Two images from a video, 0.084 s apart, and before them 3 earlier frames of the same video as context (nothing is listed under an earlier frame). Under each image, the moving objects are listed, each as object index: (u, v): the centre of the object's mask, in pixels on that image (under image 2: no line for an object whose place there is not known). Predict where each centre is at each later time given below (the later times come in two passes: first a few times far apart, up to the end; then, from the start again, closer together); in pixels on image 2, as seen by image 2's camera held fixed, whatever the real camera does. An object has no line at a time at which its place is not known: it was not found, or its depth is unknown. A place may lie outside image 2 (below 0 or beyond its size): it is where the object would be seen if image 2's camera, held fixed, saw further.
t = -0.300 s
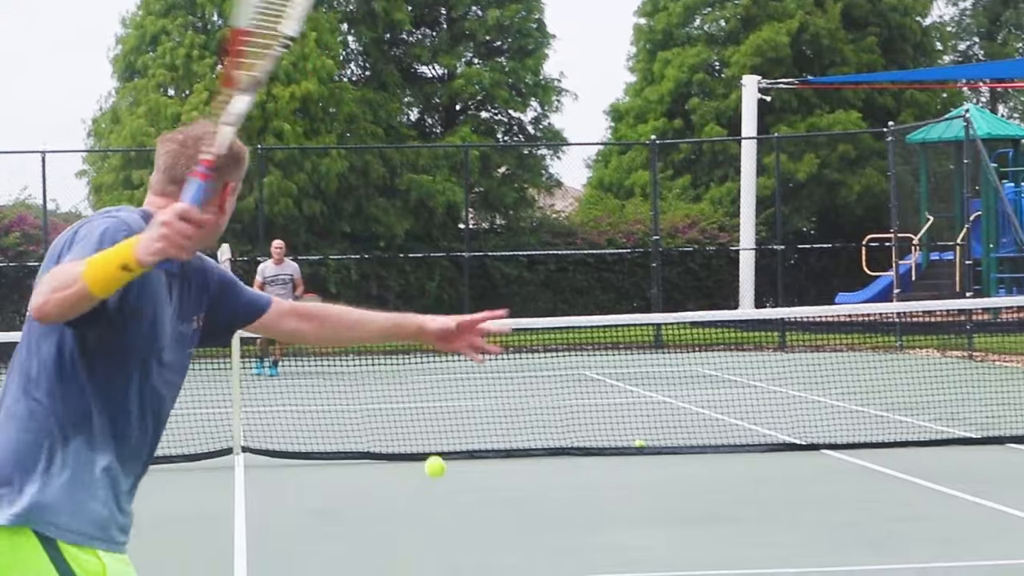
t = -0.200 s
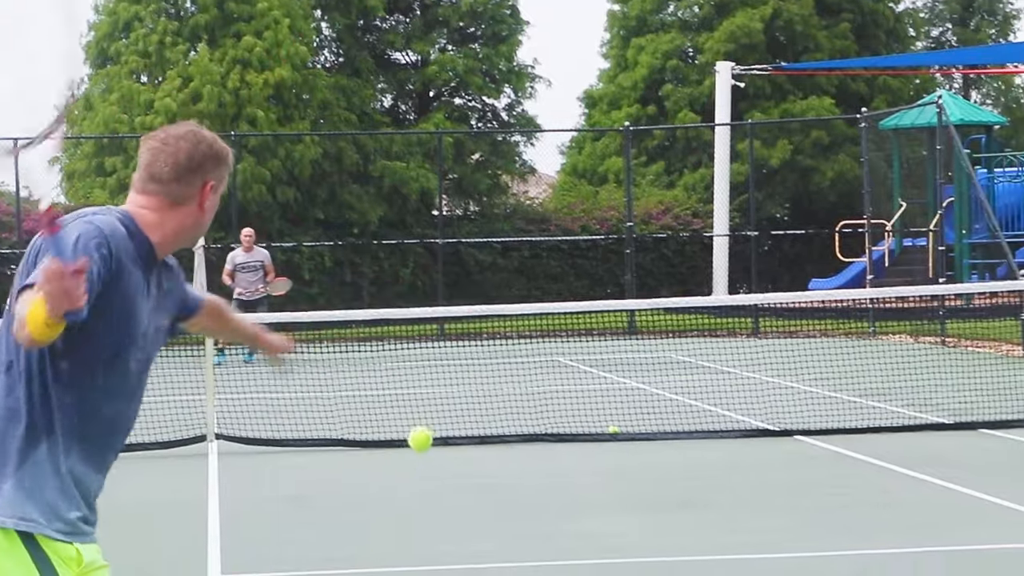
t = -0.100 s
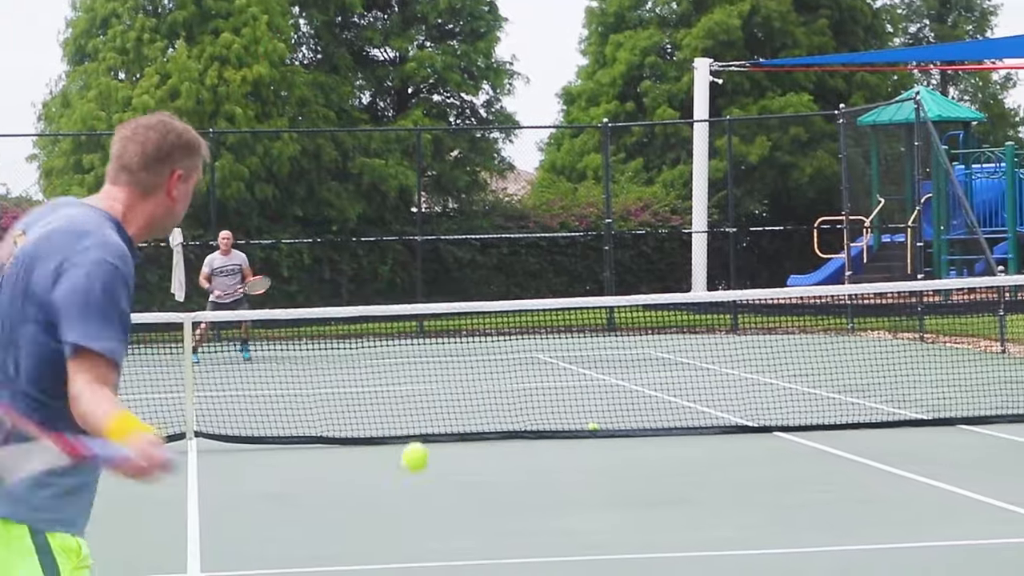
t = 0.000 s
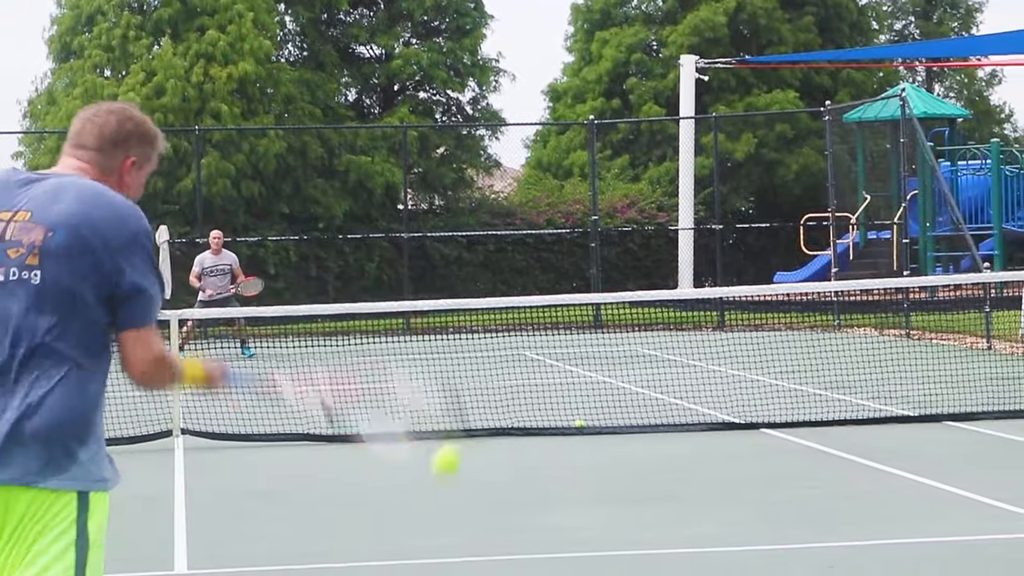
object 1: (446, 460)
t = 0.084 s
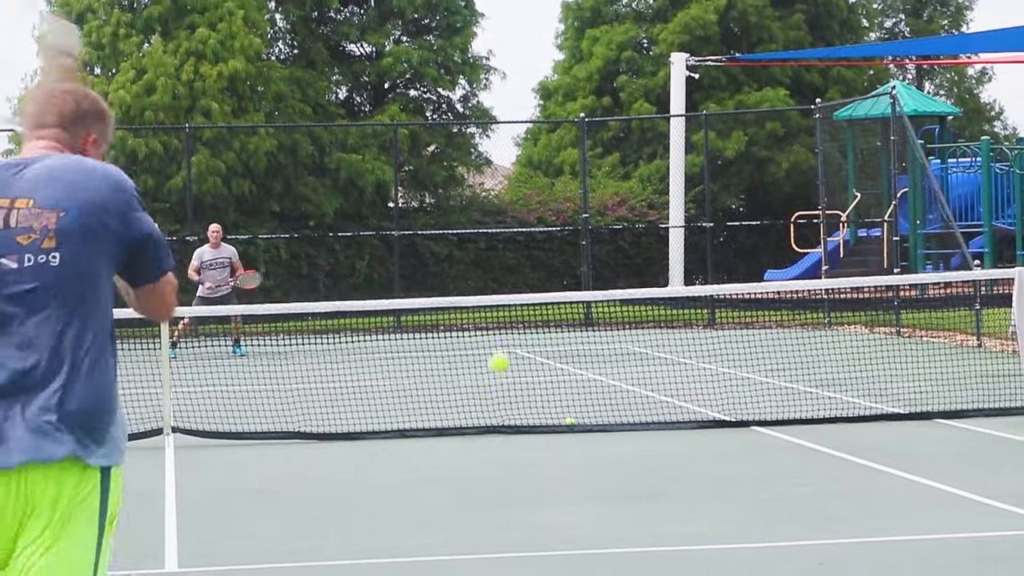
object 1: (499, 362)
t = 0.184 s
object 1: (538, 328)
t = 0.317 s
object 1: (568, 335)
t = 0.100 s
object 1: (507, 354)
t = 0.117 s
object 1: (514, 347)
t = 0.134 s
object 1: (521, 339)
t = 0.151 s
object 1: (527, 334)
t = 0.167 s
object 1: (533, 331)
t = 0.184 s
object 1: (538, 328)
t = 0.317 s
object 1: (568, 335)
